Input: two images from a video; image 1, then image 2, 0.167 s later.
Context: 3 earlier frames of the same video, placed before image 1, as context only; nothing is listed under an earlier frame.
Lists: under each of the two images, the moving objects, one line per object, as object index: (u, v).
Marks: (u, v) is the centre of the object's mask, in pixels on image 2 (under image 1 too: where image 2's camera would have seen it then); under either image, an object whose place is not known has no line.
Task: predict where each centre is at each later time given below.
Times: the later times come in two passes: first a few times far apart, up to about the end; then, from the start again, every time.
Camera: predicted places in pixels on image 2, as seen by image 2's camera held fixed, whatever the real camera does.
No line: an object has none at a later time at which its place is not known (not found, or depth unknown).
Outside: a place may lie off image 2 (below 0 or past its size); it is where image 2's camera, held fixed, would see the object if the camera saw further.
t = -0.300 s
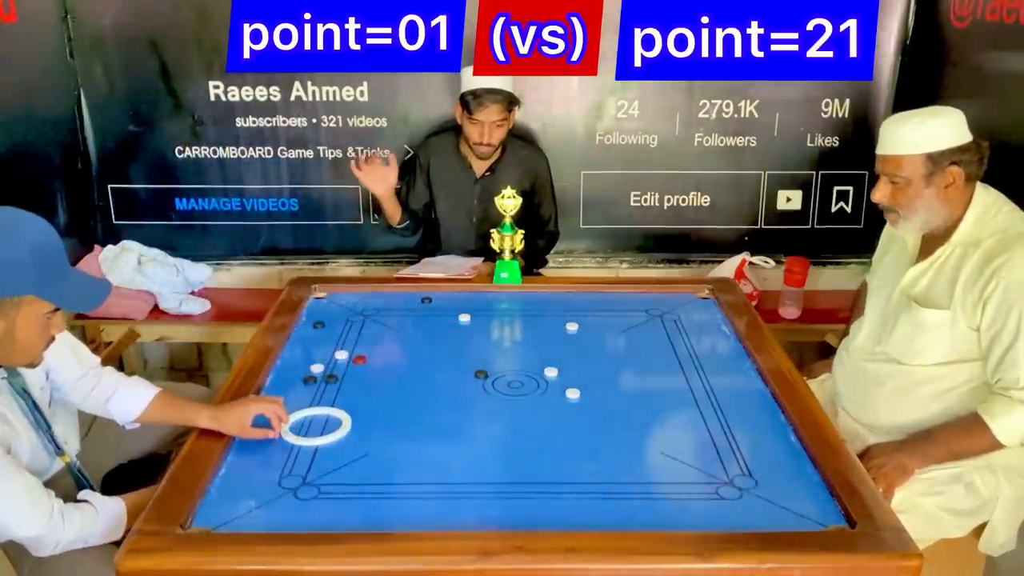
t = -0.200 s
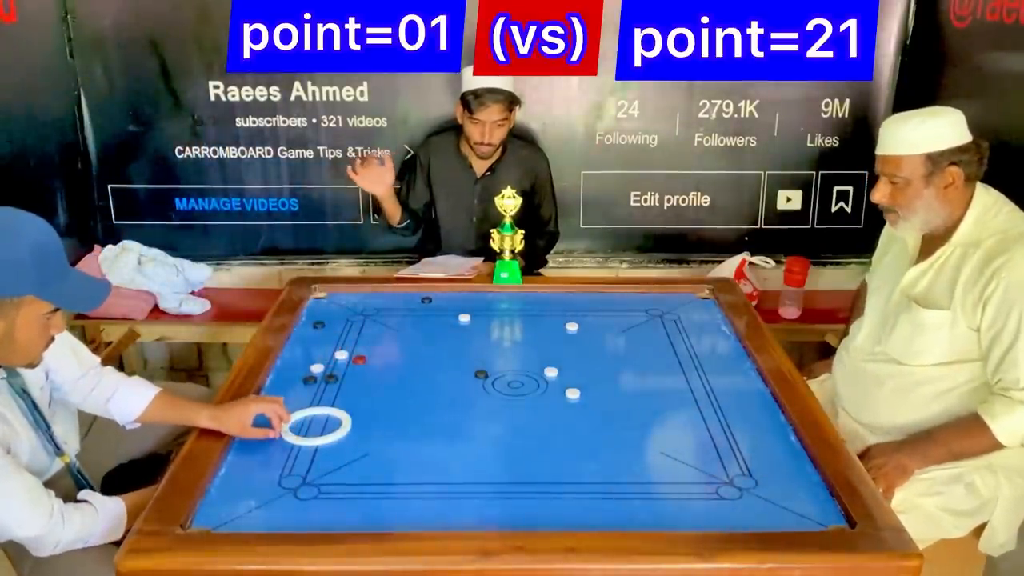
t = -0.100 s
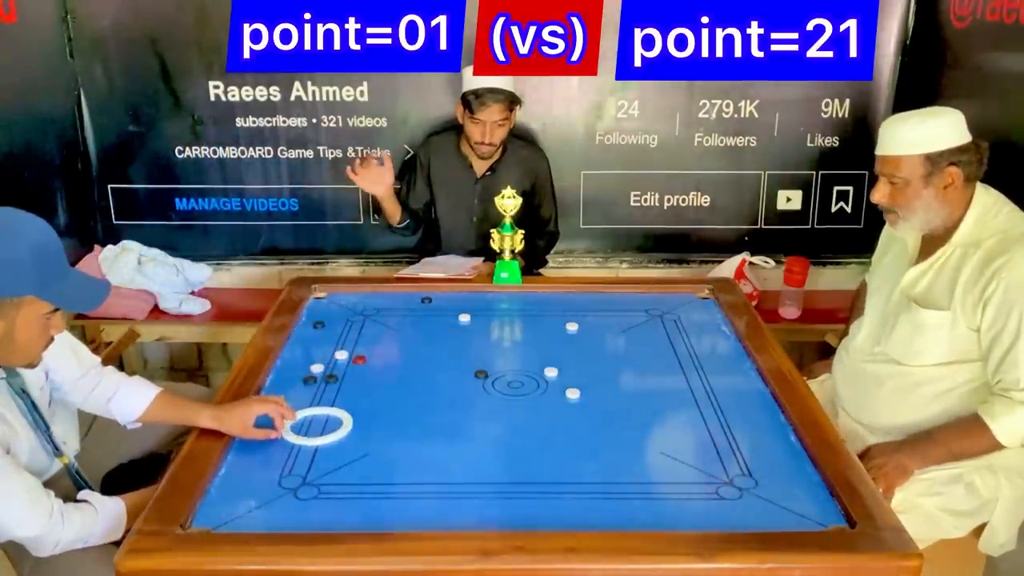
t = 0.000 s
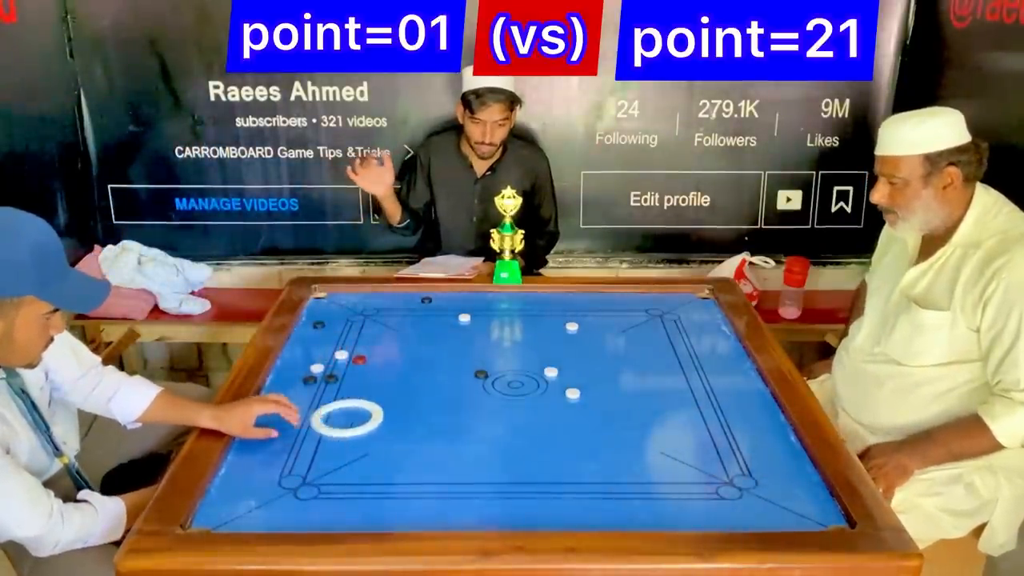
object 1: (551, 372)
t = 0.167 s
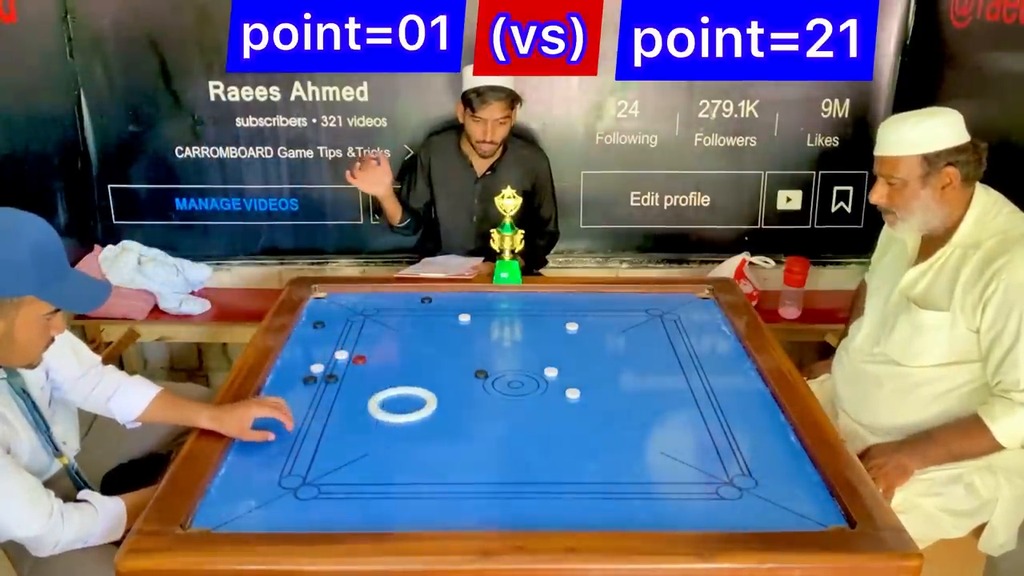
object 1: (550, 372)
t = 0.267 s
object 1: (551, 372)
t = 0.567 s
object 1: (550, 372)
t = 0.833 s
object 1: (599, 363)
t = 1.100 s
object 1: (649, 354)
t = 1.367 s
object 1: (693, 346)
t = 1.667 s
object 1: (730, 339)
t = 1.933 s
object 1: (708, 334)
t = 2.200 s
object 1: (716, 324)
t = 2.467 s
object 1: (716, 316)
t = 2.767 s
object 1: (706, 312)
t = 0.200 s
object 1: (551, 372)
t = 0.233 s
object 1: (551, 372)
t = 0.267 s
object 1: (551, 372)
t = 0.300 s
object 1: (551, 372)
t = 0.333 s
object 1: (550, 372)
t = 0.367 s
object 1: (550, 372)
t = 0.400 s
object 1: (550, 372)
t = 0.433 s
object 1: (550, 372)
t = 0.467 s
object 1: (550, 372)
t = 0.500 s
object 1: (550, 372)
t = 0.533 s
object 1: (550, 372)
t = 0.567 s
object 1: (550, 372)
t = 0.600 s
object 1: (551, 372)
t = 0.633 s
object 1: (558, 371)
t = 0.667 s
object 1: (565, 369)
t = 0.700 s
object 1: (572, 368)
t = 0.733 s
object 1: (579, 367)
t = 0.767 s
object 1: (585, 366)
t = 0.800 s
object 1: (593, 364)
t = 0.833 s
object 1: (599, 363)
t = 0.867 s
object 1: (606, 362)
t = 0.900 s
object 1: (612, 361)
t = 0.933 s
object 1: (619, 360)
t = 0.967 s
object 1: (625, 359)
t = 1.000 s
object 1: (631, 358)
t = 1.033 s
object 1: (637, 357)
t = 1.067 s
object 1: (643, 355)
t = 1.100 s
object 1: (649, 354)
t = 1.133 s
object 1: (655, 353)
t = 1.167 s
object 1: (660, 352)
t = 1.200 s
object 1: (666, 351)
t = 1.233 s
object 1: (672, 350)
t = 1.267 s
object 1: (677, 349)
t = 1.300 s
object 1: (682, 348)
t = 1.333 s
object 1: (688, 347)
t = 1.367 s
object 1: (693, 346)
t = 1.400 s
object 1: (698, 345)
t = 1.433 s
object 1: (702, 345)
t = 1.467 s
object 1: (706, 344)
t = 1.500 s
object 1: (710, 343)
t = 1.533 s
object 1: (714, 342)
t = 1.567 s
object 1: (718, 341)
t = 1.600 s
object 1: (722, 341)
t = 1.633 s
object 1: (726, 340)
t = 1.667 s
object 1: (730, 339)
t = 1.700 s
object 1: (732, 338)
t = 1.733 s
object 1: (729, 338)
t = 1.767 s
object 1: (725, 337)
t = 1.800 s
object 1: (721, 337)
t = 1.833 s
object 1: (717, 336)
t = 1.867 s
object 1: (713, 335)
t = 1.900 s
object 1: (710, 334)
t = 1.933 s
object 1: (708, 334)
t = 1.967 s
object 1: (709, 333)
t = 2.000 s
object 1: (710, 331)
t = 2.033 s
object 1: (711, 330)
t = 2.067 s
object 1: (712, 329)
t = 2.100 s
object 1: (714, 327)
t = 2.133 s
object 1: (714, 326)
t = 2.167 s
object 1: (716, 325)
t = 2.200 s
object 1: (716, 324)
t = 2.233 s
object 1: (717, 323)
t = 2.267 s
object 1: (719, 321)
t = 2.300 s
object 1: (719, 321)
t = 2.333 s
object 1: (719, 320)
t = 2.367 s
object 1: (720, 319)
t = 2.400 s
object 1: (719, 318)
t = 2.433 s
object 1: (718, 317)
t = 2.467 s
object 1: (716, 316)
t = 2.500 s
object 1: (715, 316)
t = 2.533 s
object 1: (714, 315)
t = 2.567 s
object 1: (713, 315)
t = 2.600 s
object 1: (712, 314)
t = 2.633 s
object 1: (711, 314)
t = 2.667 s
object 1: (710, 313)
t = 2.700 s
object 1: (708, 313)
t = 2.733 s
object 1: (707, 312)
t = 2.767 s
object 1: (706, 312)
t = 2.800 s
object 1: (705, 312)
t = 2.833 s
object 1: (704, 312)
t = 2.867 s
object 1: (703, 311)
